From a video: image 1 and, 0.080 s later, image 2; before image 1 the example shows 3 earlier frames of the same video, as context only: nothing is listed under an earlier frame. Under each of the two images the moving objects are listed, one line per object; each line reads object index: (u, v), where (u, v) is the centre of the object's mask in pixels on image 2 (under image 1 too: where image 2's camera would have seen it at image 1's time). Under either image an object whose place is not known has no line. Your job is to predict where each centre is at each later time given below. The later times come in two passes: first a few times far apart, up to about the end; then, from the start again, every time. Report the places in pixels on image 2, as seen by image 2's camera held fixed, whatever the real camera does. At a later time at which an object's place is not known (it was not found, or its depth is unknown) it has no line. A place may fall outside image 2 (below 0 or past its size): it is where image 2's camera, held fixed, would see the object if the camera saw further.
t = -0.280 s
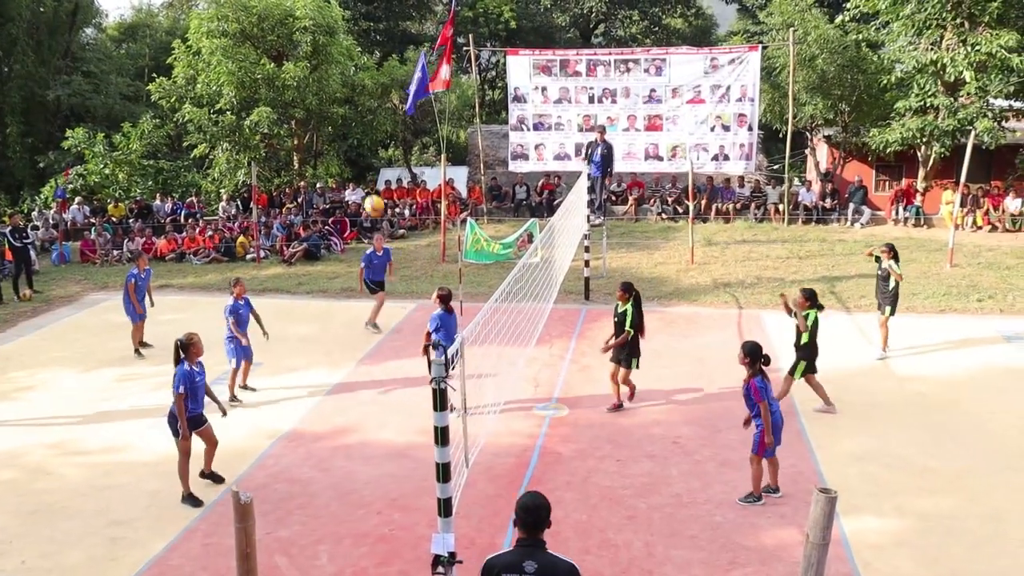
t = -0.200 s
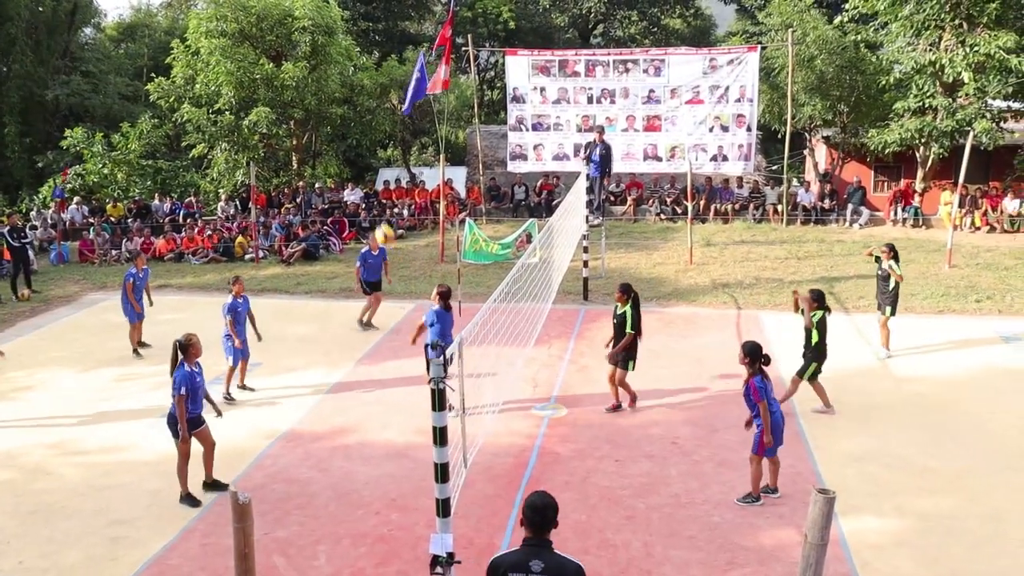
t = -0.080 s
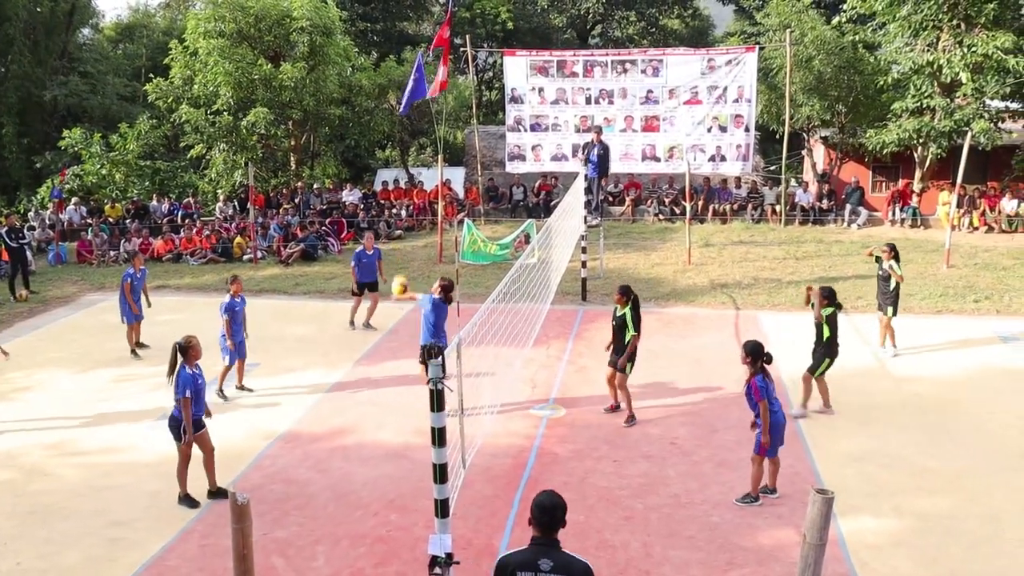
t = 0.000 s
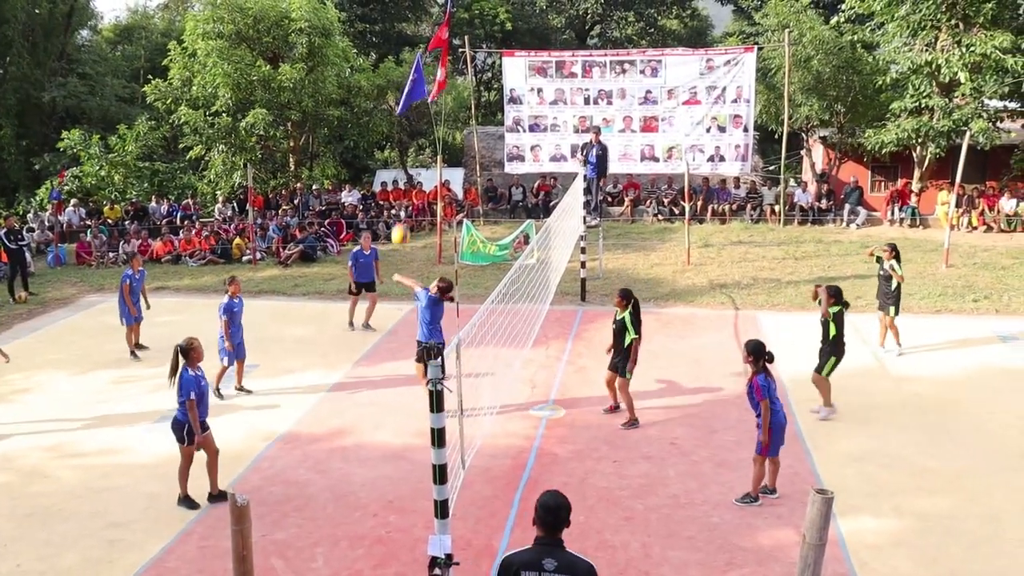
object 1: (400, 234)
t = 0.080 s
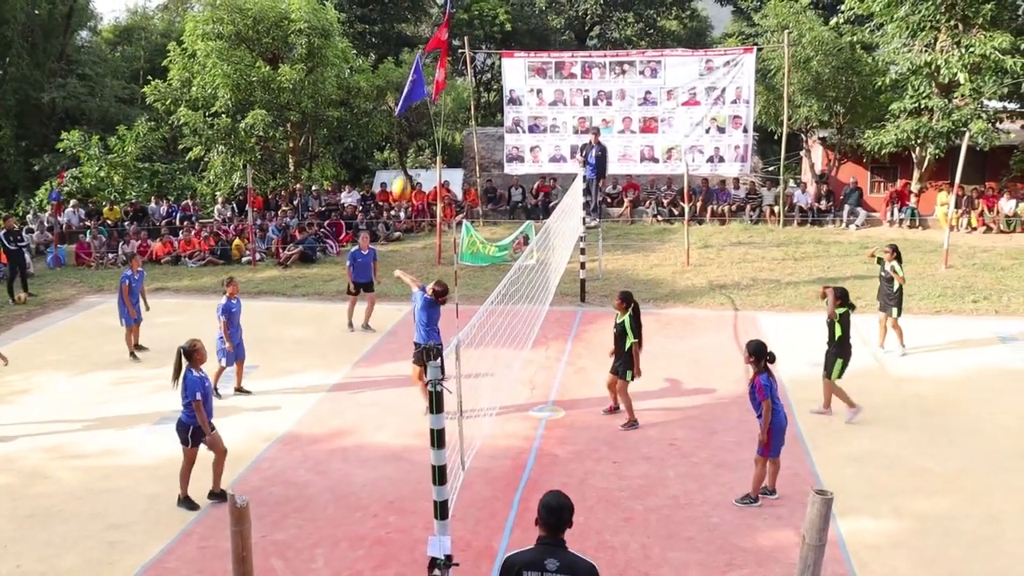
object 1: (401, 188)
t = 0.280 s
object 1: (404, 93)
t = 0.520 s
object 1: (409, 29)
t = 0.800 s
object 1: (415, 19)
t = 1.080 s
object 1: (422, 70)
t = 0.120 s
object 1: (401, 164)
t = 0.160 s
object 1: (402, 145)
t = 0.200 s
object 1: (402, 126)
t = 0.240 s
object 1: (403, 110)
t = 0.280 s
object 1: (404, 93)
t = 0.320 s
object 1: (405, 78)
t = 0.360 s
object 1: (405, 65)
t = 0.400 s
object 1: (406, 54)
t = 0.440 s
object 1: (407, 44)
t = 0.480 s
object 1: (408, 36)
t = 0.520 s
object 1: (409, 29)
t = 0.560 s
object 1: (410, 24)
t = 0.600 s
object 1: (411, 20)
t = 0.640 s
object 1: (412, 17)
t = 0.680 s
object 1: (413, 15)
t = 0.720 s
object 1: (414, 16)
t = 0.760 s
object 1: (414, 17)
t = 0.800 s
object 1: (415, 19)
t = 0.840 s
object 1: (416, 23)
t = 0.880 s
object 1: (417, 28)
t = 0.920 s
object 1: (419, 34)
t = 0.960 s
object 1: (420, 42)
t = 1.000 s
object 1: (421, 50)
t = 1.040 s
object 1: (422, 59)
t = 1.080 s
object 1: (422, 70)
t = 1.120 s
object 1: (423, 83)
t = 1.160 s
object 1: (426, 97)
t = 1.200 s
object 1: (427, 111)
